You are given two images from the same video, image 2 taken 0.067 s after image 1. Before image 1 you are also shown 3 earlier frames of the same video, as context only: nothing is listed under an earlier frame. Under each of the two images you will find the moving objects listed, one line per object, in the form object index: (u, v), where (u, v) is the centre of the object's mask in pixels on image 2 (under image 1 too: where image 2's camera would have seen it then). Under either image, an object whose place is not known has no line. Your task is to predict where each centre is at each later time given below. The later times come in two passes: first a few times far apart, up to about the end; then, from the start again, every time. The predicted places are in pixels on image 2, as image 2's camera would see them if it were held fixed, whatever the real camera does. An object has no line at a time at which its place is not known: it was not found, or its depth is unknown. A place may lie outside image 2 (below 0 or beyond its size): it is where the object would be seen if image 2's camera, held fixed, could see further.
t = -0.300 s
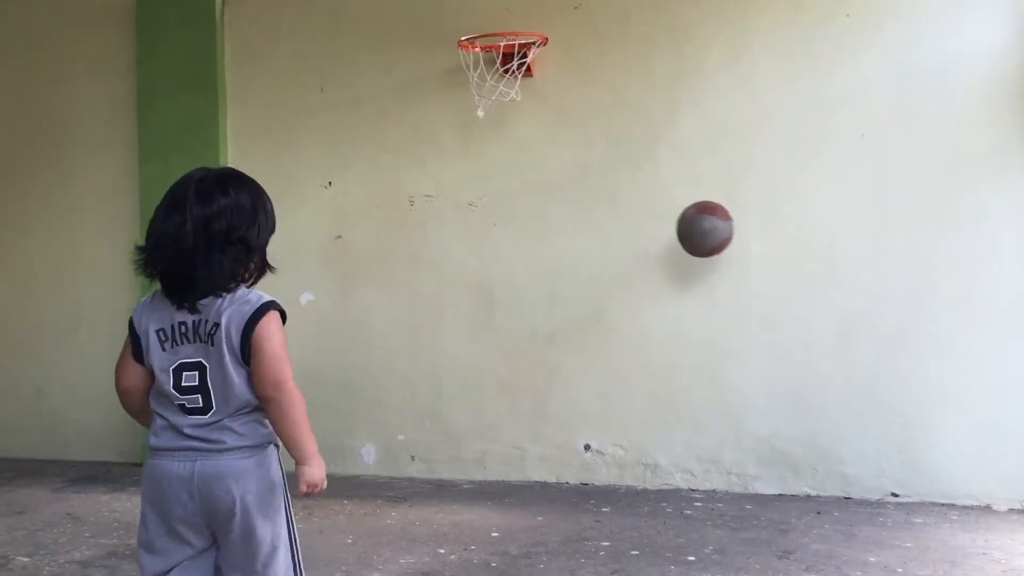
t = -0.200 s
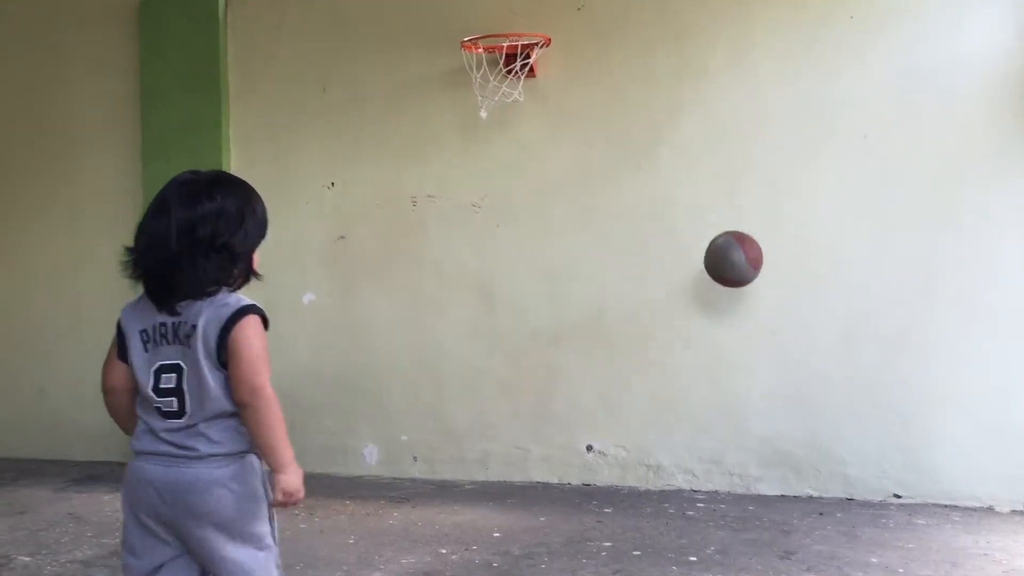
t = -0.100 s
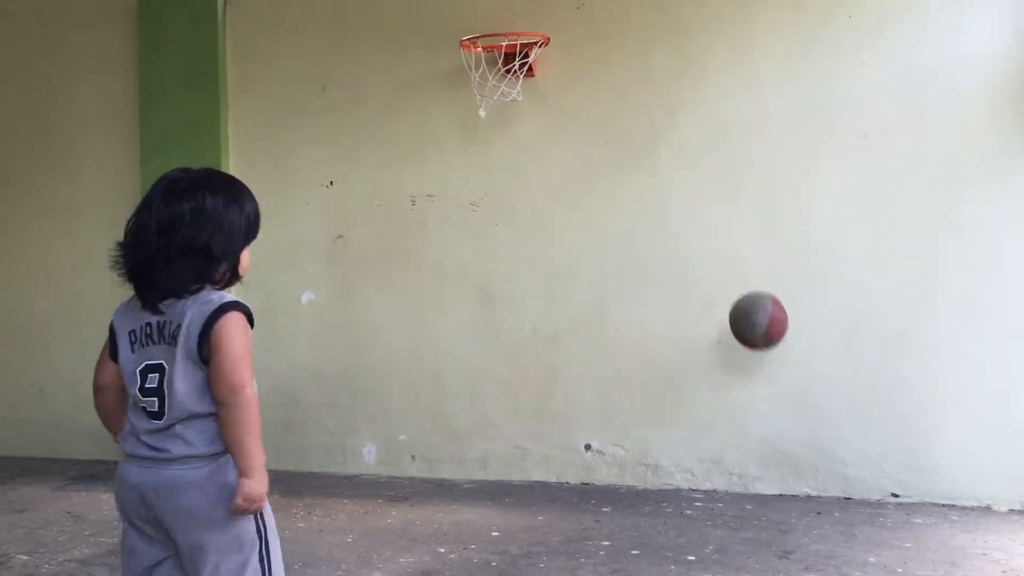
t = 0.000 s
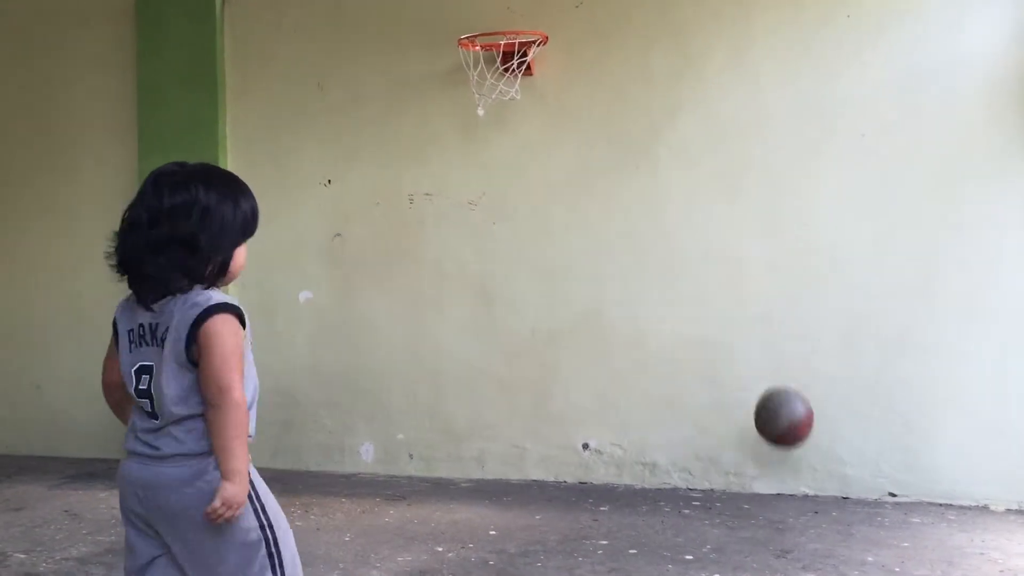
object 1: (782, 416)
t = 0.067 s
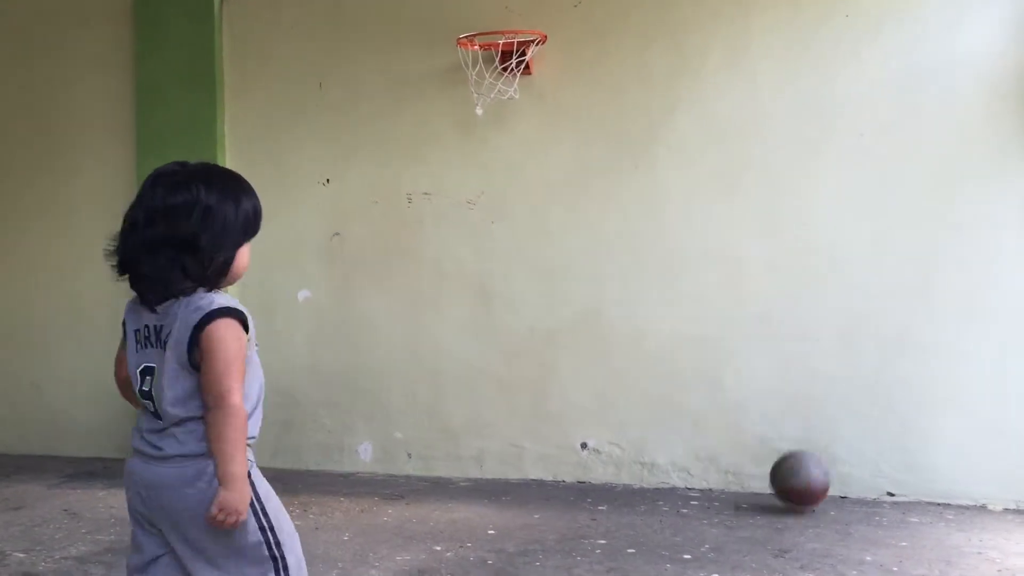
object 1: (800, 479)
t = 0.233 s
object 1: (836, 351)
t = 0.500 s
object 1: (902, 324)
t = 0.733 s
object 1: (968, 491)
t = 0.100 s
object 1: (807, 446)
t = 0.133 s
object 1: (814, 418)
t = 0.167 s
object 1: (821, 392)
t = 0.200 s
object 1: (829, 370)
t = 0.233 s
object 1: (836, 351)
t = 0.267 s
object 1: (844, 336)
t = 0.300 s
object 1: (852, 323)
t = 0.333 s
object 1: (860, 315)
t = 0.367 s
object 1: (868, 310)
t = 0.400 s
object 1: (877, 308)
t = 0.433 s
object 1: (885, 310)
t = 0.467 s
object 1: (894, 315)
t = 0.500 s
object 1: (902, 324)
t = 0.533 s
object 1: (911, 337)
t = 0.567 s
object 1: (920, 353)
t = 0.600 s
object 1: (930, 373)
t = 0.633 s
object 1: (939, 397)
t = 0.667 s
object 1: (948, 425)
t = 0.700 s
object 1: (958, 458)
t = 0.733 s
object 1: (968, 491)
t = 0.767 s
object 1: (977, 466)
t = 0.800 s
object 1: (986, 441)
